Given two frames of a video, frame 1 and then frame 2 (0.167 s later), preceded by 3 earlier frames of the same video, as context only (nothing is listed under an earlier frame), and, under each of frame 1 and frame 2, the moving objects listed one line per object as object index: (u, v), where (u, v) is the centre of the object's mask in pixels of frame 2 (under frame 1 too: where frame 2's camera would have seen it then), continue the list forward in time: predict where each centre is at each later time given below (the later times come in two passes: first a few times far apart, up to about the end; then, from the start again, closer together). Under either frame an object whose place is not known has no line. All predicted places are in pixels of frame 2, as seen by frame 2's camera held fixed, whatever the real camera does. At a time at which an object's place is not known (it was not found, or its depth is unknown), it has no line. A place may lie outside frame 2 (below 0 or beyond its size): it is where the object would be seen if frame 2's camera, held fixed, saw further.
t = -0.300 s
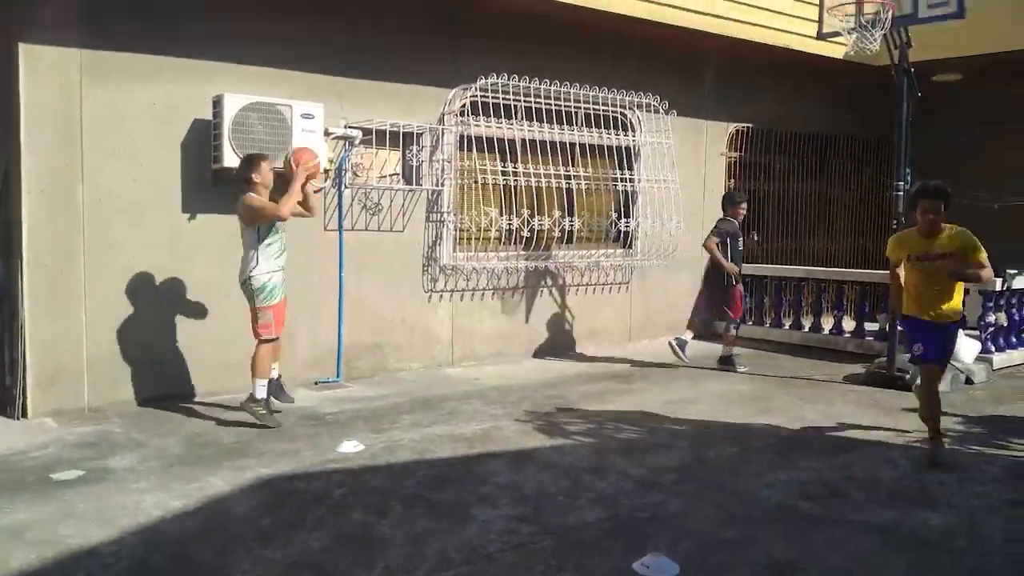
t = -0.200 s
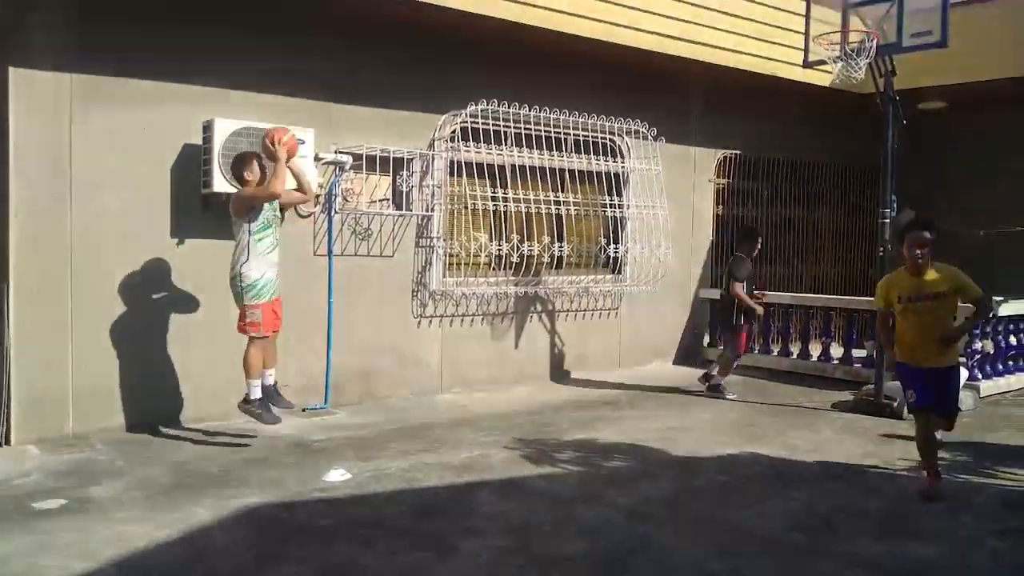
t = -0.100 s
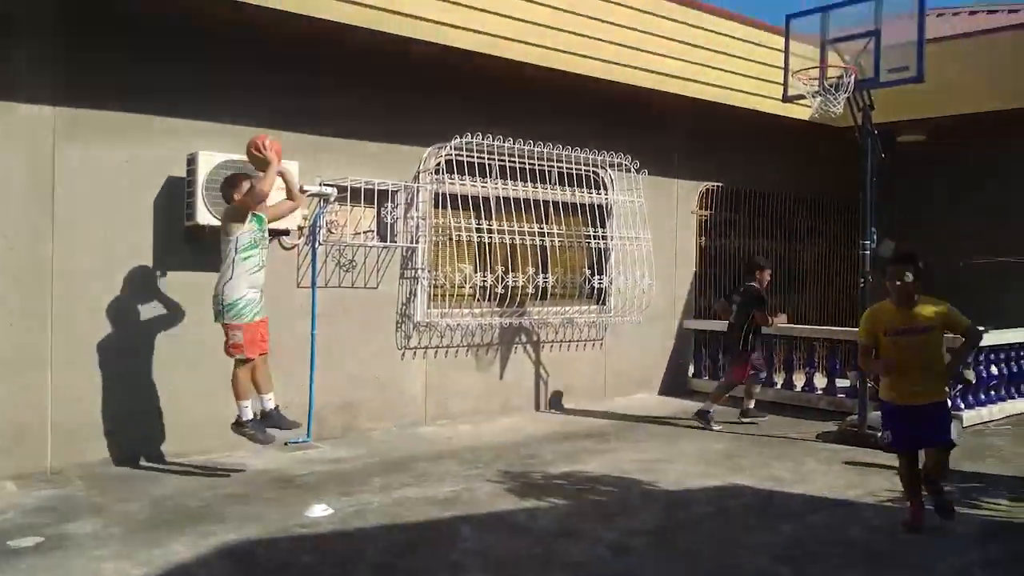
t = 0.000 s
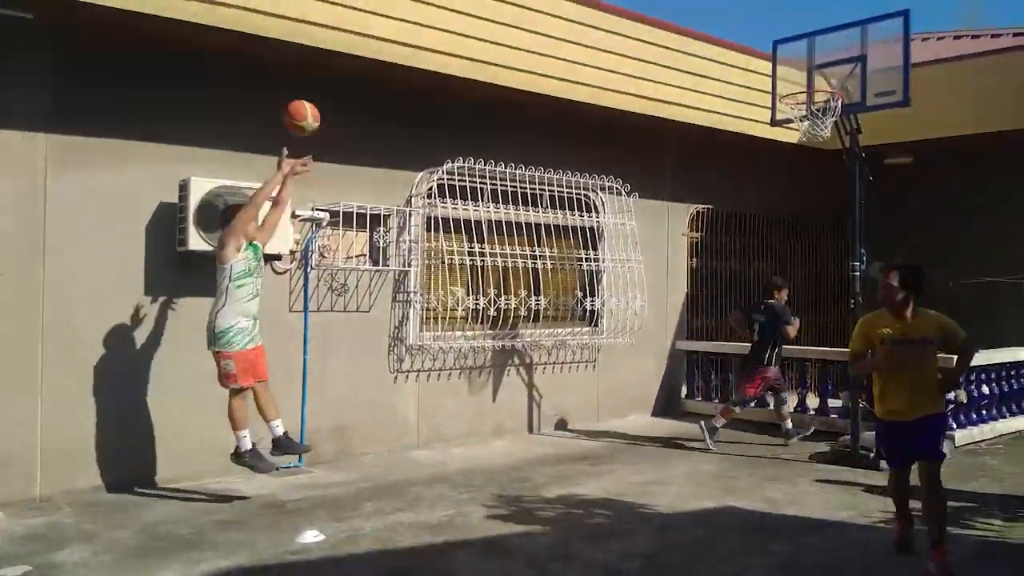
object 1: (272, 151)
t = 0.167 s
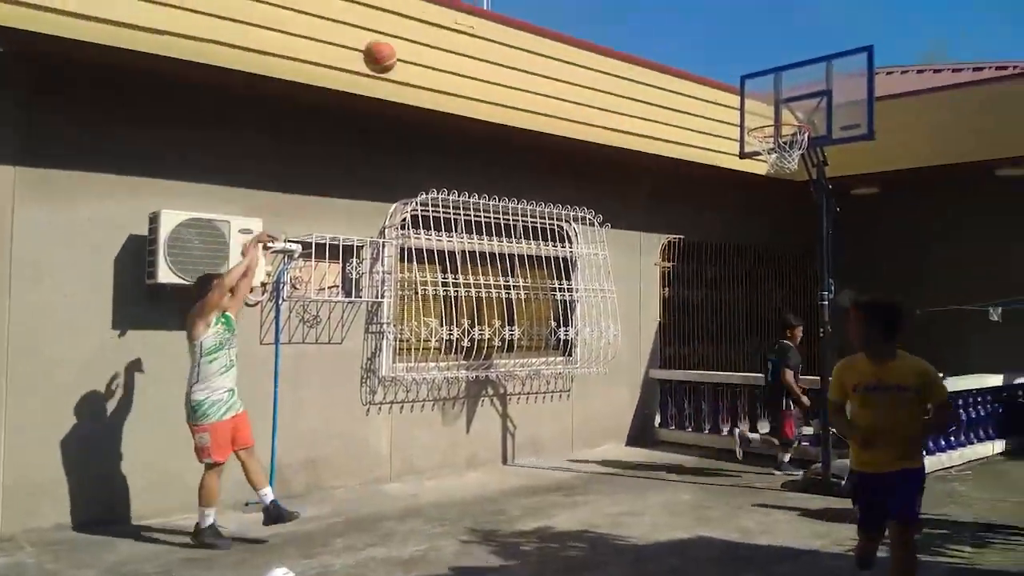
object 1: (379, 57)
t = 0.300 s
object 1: (460, 13)
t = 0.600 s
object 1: (618, 4)
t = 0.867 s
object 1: (744, 83)
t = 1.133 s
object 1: (769, 86)
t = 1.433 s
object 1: (743, 55)
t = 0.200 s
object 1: (400, 43)
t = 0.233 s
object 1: (420, 32)
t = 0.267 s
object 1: (440, 21)
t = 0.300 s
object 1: (460, 13)
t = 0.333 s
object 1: (478, 6)
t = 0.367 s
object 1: (497, 1)
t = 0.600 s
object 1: (618, 4)
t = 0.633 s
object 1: (634, 9)
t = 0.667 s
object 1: (651, 17)
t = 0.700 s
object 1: (666, 25)
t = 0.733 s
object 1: (682, 35)
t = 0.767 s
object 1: (698, 45)
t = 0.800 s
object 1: (713, 57)
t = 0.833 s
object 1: (729, 70)
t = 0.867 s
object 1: (744, 83)
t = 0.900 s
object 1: (758, 100)
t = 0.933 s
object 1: (773, 116)
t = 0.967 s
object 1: (786, 131)
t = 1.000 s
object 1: (781, 123)
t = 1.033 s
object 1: (778, 117)
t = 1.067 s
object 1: (774, 106)
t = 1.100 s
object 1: (770, 95)
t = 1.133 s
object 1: (769, 86)
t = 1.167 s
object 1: (766, 77)
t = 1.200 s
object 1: (764, 70)
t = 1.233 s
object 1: (760, 64)
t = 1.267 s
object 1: (757, 59)
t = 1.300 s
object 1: (755, 55)
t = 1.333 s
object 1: (751, 53)
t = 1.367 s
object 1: (749, 53)
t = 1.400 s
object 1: (746, 53)
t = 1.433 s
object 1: (743, 55)
